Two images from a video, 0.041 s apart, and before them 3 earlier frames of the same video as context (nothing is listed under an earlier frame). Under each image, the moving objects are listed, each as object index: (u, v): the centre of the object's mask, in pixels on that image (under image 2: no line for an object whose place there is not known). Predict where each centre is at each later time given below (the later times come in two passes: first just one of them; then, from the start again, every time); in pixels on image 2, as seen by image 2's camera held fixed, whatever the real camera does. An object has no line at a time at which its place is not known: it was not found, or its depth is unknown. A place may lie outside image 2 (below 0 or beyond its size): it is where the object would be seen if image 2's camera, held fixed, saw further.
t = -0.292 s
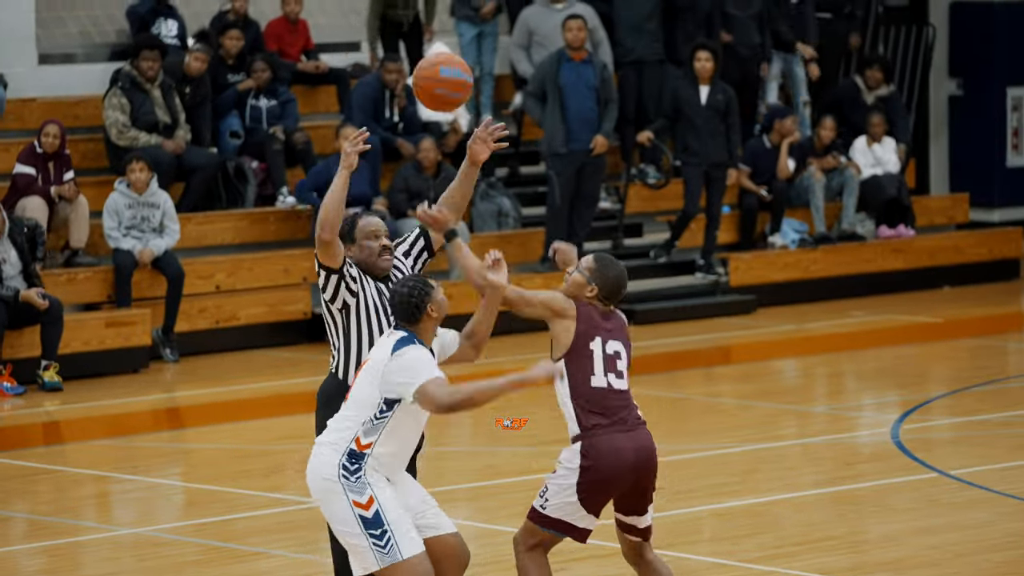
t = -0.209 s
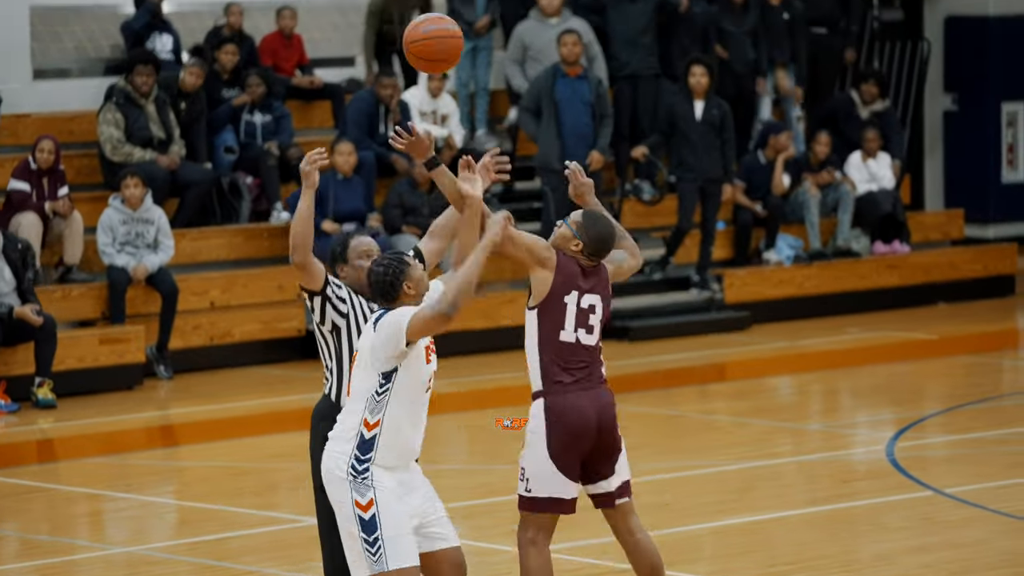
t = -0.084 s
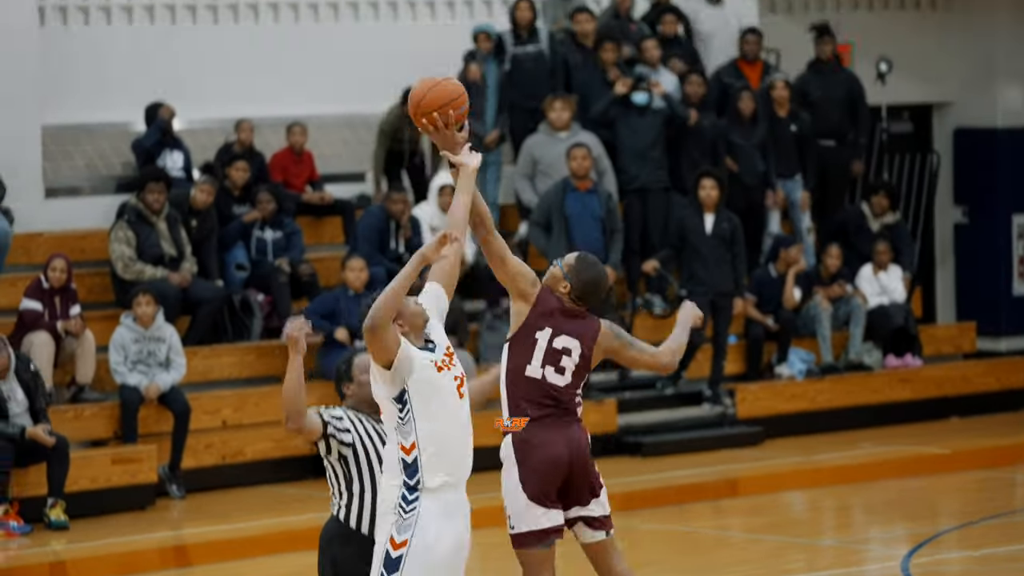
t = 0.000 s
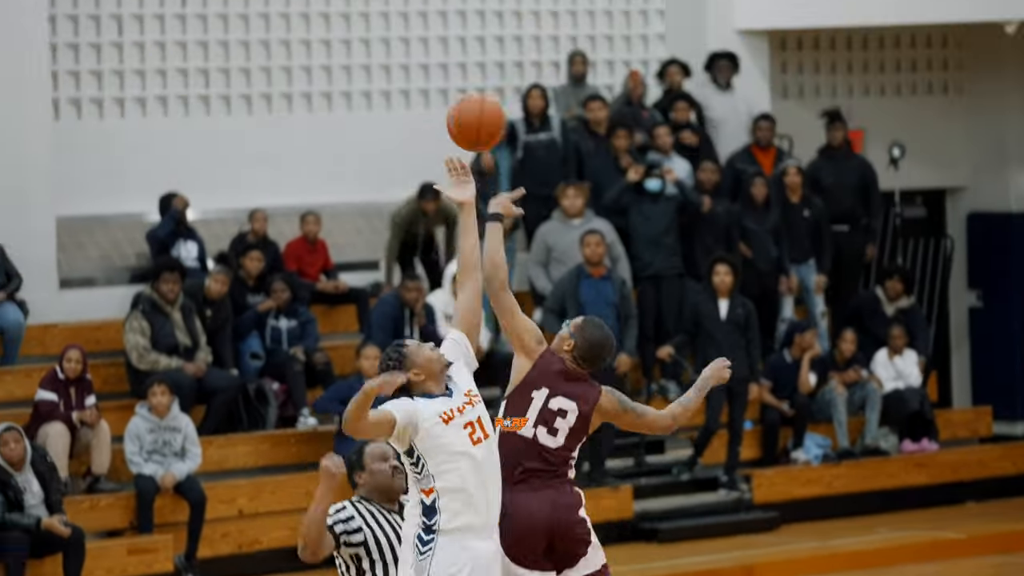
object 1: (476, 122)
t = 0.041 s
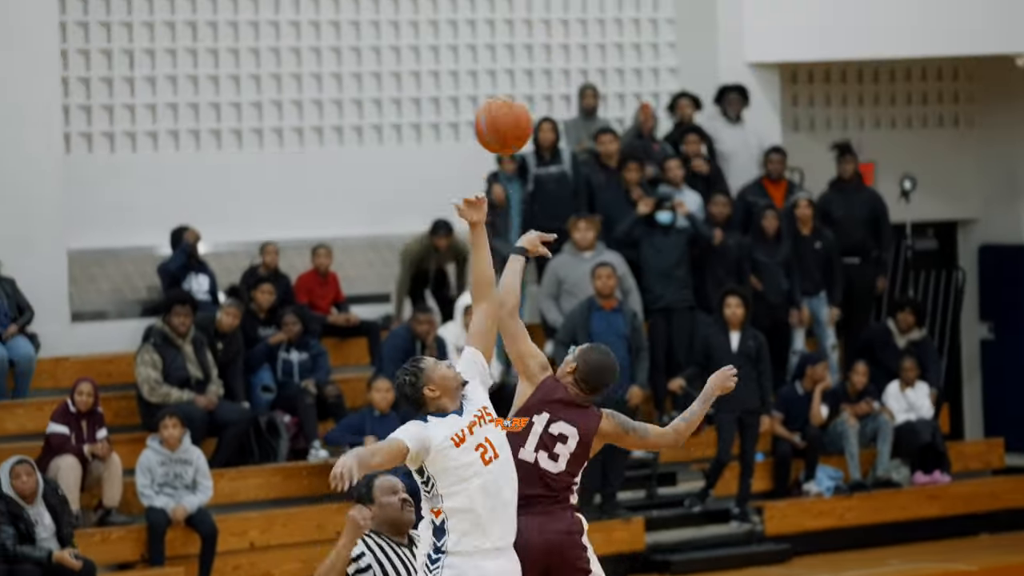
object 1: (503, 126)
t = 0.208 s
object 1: (569, 57)
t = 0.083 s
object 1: (520, 102)
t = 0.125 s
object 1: (537, 83)
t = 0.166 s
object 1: (553, 68)
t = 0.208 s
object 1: (569, 57)
